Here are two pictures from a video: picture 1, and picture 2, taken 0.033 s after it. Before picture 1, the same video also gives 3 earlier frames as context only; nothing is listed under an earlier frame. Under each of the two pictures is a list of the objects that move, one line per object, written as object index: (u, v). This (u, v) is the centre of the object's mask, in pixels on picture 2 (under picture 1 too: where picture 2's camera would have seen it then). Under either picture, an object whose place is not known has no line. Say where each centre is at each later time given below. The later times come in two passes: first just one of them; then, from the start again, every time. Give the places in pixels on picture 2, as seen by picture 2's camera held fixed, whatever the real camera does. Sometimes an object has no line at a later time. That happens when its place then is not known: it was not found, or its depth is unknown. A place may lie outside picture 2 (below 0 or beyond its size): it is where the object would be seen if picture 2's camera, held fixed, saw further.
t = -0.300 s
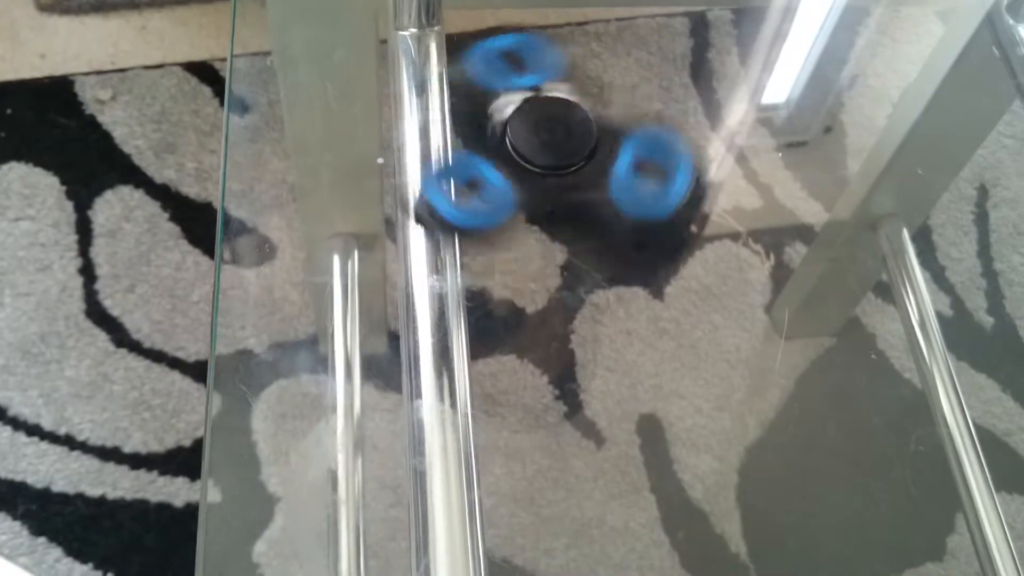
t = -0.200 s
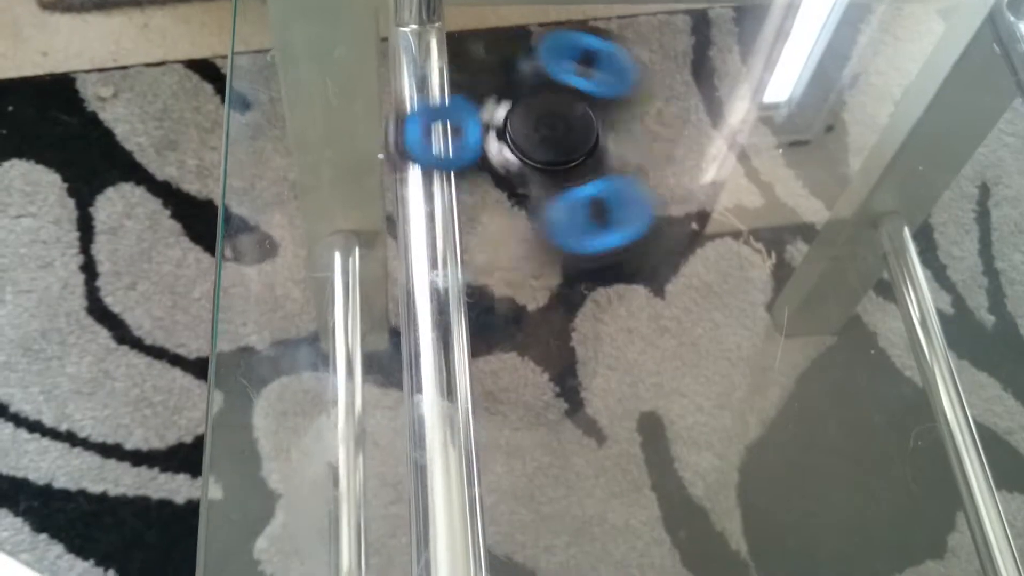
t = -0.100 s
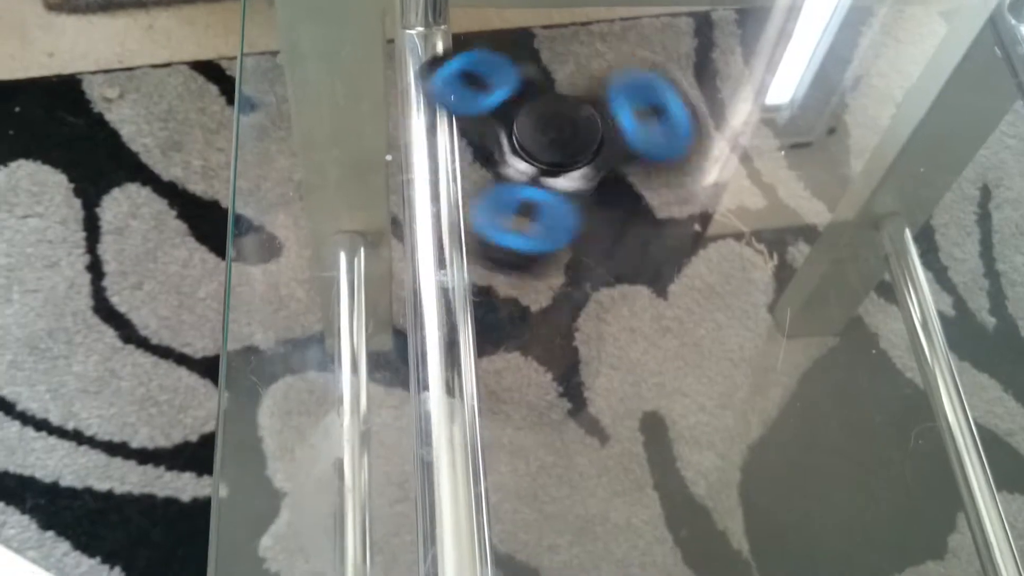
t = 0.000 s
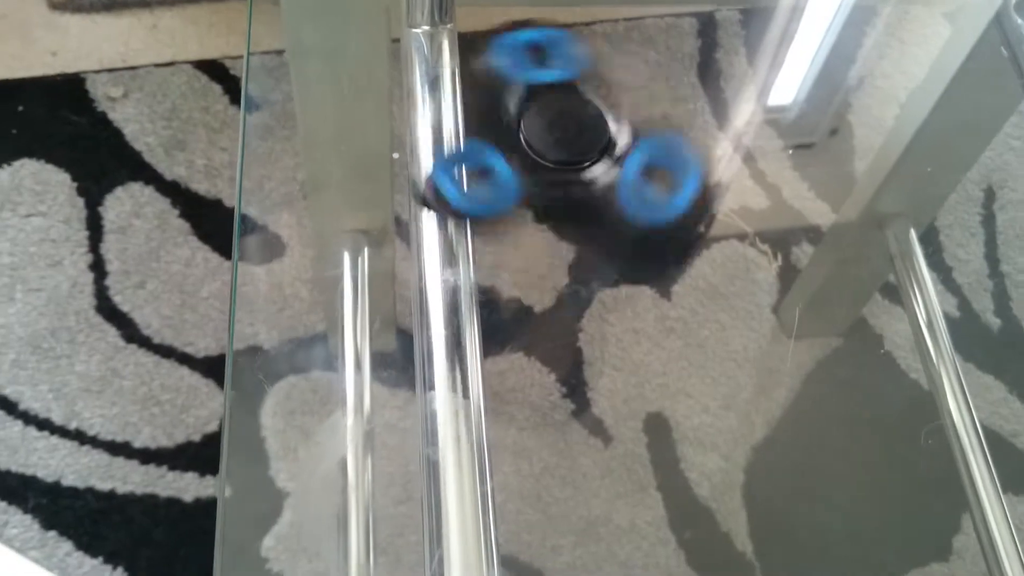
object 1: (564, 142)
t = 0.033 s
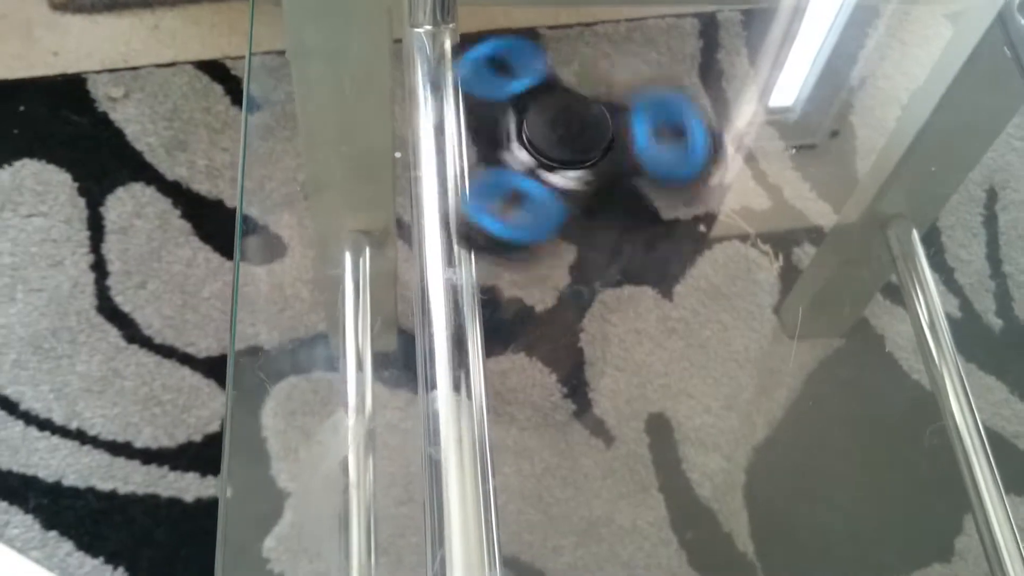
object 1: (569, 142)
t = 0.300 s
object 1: (569, 134)
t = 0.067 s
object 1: (566, 139)
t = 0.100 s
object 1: (564, 139)
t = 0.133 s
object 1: (566, 138)
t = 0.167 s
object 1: (574, 138)
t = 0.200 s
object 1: (567, 135)
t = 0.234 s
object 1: (566, 136)
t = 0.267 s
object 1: (564, 135)
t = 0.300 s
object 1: (569, 134)
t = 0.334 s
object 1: (564, 132)
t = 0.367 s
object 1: (567, 129)
